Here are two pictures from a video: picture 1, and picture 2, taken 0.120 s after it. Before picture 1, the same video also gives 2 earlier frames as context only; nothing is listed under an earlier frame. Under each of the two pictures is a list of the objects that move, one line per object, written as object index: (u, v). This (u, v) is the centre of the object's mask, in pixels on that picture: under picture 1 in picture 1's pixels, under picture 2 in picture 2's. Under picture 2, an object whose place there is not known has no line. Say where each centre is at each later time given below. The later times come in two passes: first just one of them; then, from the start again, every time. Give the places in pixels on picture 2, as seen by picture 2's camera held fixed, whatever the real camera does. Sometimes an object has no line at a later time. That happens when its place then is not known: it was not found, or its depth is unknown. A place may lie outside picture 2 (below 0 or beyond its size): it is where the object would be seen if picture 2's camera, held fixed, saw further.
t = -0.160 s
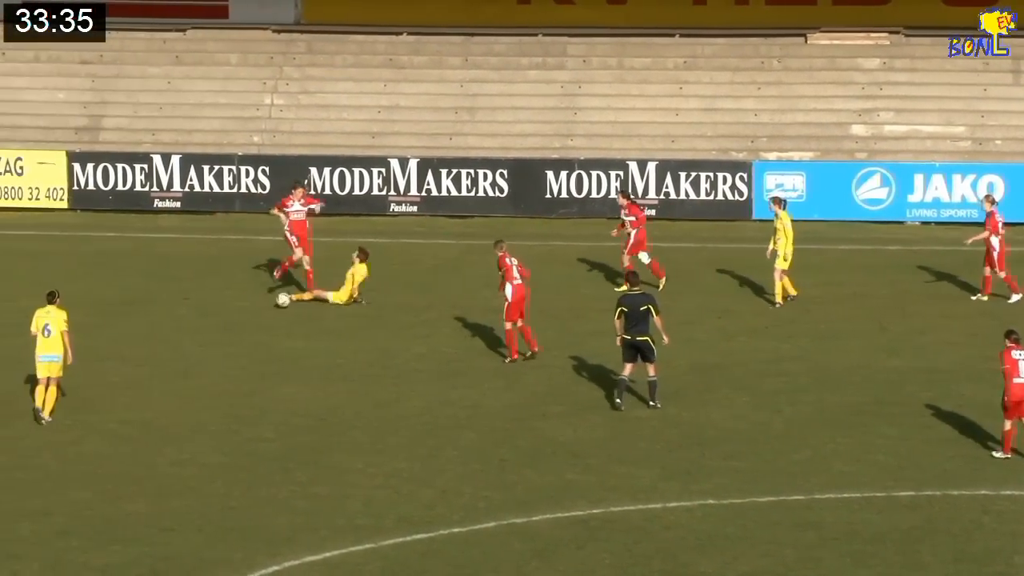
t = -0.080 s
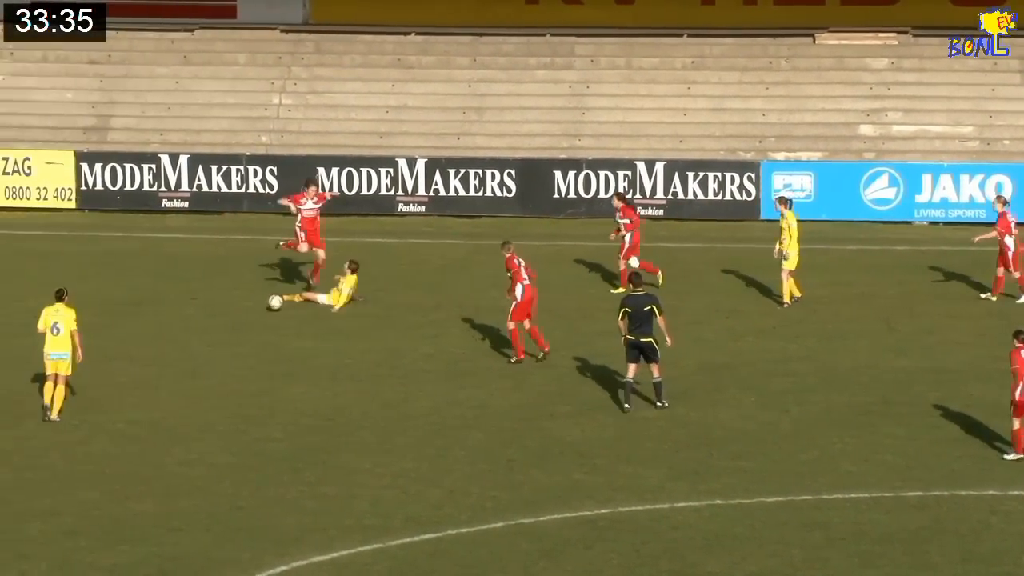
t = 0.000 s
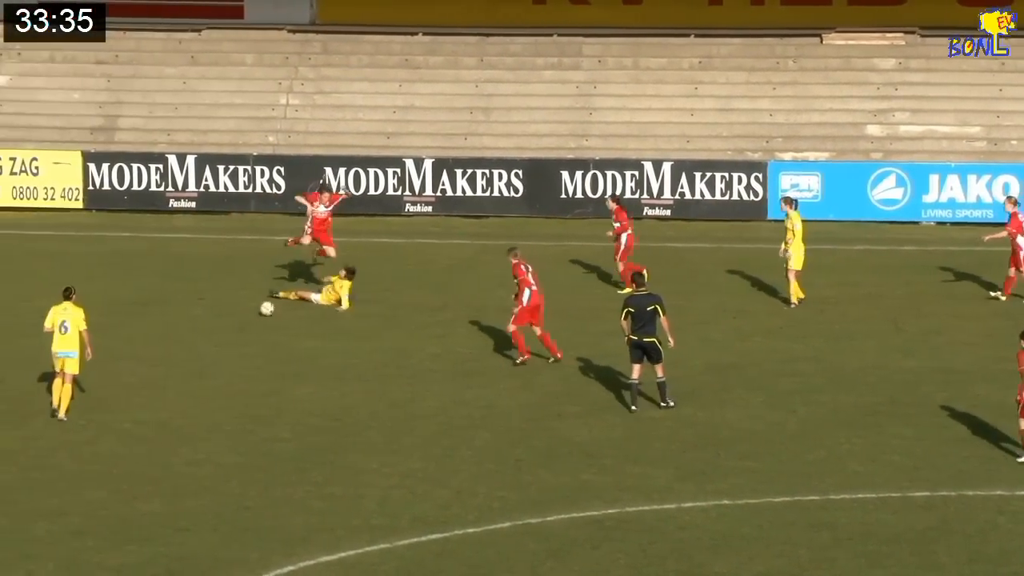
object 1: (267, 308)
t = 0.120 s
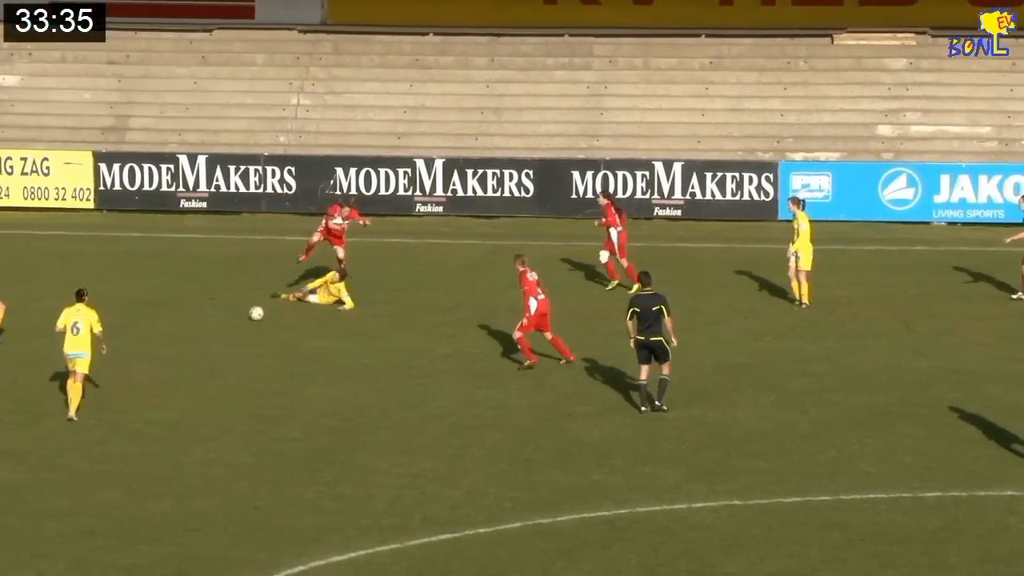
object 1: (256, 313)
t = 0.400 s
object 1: (211, 324)
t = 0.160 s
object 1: (249, 316)
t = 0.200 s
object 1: (243, 317)
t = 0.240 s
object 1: (237, 318)
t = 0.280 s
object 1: (230, 318)
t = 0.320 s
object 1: (224, 320)
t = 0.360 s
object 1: (217, 323)
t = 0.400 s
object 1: (211, 324)
